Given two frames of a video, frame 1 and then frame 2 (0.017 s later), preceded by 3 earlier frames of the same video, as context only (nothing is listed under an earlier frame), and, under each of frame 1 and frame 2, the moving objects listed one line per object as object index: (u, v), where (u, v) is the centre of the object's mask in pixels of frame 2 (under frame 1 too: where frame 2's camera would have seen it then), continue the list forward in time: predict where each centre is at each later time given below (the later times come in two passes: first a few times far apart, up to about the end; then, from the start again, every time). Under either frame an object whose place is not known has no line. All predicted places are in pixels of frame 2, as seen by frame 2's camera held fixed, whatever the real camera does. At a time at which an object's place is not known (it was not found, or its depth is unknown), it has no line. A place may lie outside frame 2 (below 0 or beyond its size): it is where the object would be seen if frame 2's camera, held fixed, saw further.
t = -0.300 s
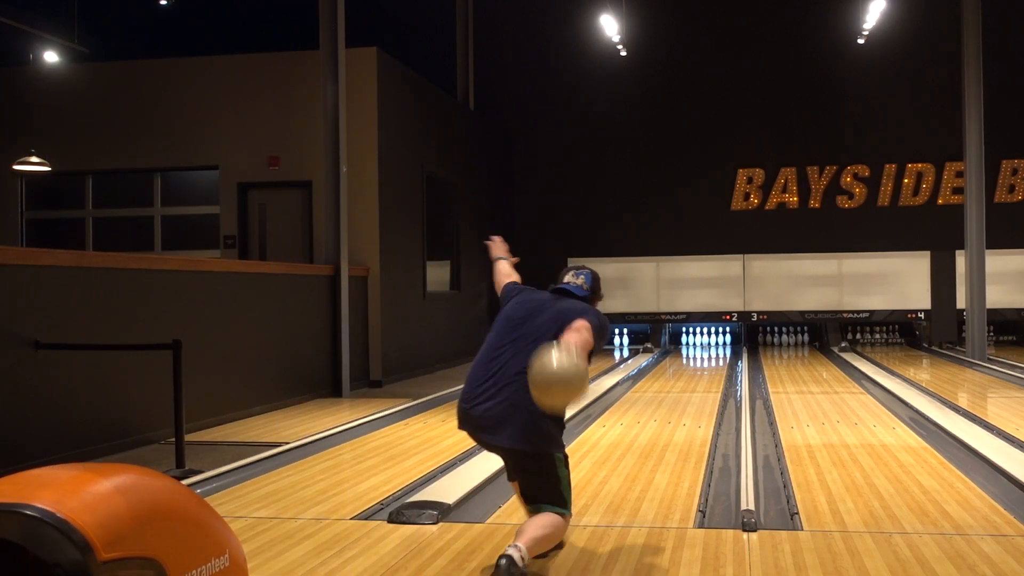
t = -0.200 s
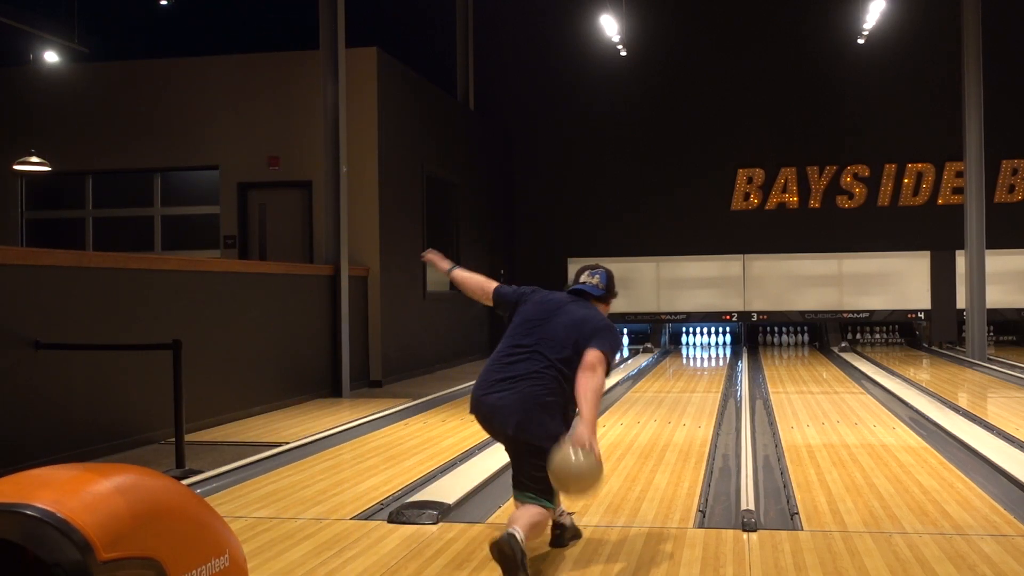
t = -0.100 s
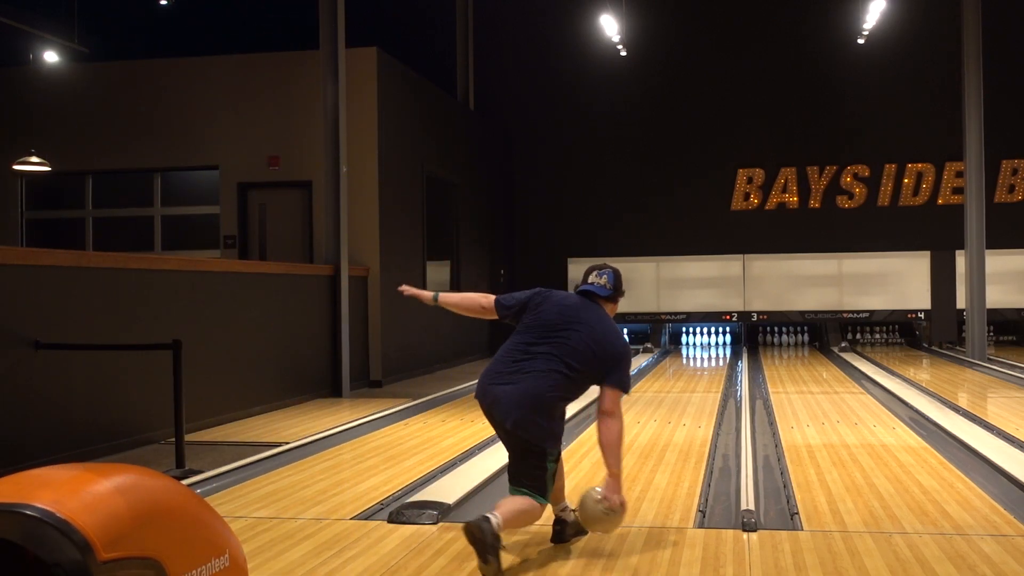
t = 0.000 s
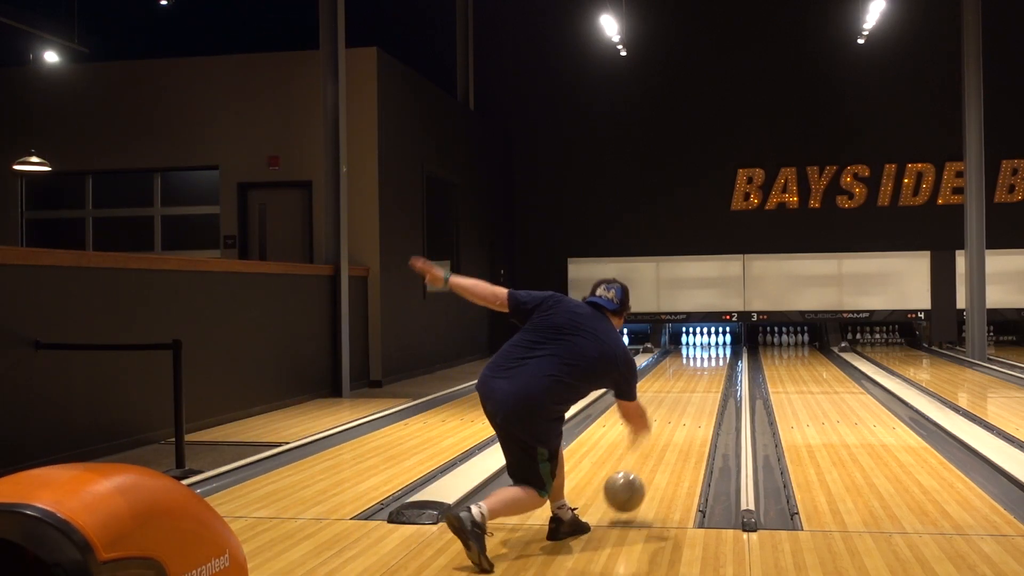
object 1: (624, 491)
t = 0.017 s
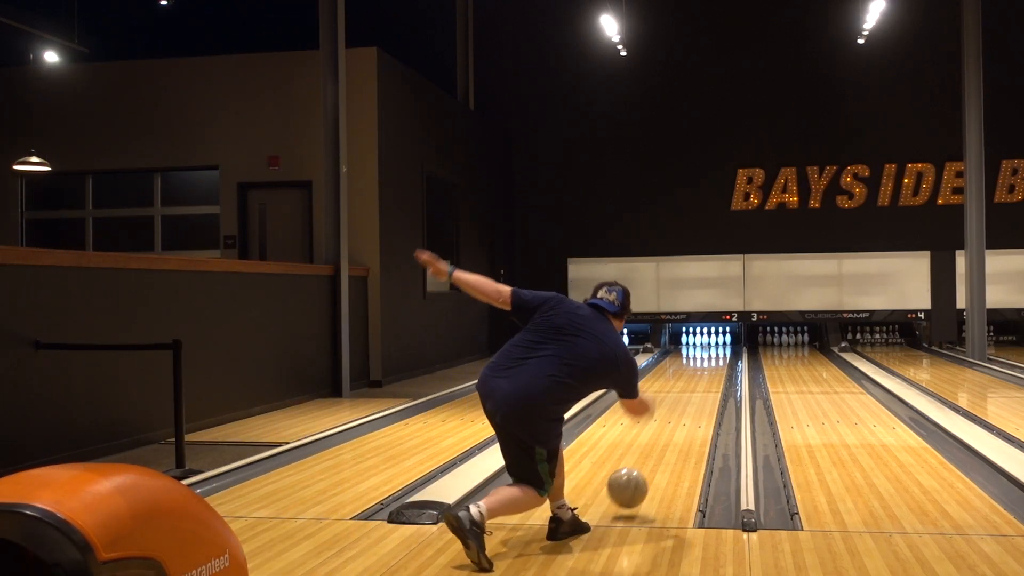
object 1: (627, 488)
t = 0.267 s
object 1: (662, 447)
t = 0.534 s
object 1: (683, 415)
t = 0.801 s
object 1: (695, 394)
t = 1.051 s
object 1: (702, 380)
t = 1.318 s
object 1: (707, 369)
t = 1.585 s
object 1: (711, 360)
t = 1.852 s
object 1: (713, 354)
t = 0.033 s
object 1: (630, 485)
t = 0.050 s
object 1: (633, 483)
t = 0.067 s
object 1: (636, 480)
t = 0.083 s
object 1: (639, 480)
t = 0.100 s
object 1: (641, 476)
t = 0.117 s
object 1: (644, 473)
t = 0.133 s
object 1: (646, 469)
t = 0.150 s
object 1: (648, 466)
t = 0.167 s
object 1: (650, 464)
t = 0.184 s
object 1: (653, 460)
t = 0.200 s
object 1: (655, 457)
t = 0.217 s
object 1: (657, 455)
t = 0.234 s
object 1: (658, 452)
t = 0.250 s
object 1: (660, 449)
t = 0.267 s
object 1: (662, 447)
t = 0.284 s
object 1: (664, 445)
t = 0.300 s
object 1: (665, 442)
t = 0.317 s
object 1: (667, 440)
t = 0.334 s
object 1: (668, 438)
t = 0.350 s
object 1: (670, 435)
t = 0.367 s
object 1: (671, 433)
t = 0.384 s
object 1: (673, 431)
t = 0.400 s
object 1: (674, 429)
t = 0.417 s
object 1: (675, 427)
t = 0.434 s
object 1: (676, 425)
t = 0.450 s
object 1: (678, 424)
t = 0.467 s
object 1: (679, 422)
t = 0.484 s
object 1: (680, 420)
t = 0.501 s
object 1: (681, 418)
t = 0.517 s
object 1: (682, 416)
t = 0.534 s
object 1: (683, 415)
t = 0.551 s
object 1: (684, 413)
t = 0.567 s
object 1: (685, 412)
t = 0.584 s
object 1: (686, 411)
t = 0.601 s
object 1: (687, 409)
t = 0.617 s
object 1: (687, 408)
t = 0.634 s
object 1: (688, 406)
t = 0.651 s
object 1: (689, 405)
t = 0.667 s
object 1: (690, 404)
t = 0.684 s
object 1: (691, 402)
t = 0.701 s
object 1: (691, 401)
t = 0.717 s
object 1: (692, 400)
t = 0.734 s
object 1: (693, 399)
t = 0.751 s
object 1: (693, 397)
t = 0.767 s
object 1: (694, 396)
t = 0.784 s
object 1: (695, 395)
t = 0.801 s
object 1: (695, 394)
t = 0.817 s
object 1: (696, 393)
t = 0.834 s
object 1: (697, 392)
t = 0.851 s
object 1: (697, 391)
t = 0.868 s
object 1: (697, 390)
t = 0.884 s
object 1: (698, 389)
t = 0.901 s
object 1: (699, 388)
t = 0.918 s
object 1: (699, 387)
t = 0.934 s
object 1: (699, 386)
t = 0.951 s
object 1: (700, 385)
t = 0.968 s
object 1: (700, 384)
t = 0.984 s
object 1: (701, 383)
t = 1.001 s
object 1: (701, 382)
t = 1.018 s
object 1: (702, 382)
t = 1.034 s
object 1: (702, 381)
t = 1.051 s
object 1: (702, 380)
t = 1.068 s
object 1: (703, 379)
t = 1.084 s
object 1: (703, 378)
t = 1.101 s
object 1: (704, 377)
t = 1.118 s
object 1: (704, 377)
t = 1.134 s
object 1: (704, 376)
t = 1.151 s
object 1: (705, 376)
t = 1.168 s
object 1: (705, 375)
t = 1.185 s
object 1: (705, 374)
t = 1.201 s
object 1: (706, 373)
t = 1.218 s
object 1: (706, 373)
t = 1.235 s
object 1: (706, 372)
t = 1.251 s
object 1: (706, 371)
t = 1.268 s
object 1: (707, 371)
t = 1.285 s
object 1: (707, 371)
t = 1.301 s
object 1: (707, 370)
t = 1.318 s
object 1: (707, 369)
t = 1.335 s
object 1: (707, 368)
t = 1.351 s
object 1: (708, 368)
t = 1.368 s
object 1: (708, 367)
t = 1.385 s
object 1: (708, 366)
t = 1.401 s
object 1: (709, 366)
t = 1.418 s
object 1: (709, 365)
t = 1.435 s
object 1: (709, 365)
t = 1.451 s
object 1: (709, 365)
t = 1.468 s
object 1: (709, 364)
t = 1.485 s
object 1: (710, 363)
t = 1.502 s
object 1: (710, 363)
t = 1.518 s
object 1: (710, 362)
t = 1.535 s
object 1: (710, 362)
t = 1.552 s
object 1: (710, 361)
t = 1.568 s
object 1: (711, 361)
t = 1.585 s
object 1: (711, 360)
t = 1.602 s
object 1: (711, 360)
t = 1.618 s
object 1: (711, 359)
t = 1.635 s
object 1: (712, 359)
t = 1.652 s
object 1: (712, 359)
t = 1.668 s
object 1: (712, 358)
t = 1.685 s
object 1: (712, 358)
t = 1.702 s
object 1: (712, 357)
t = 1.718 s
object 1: (712, 357)
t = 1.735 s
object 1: (712, 356)
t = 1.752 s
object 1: (712, 356)
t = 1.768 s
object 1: (712, 356)
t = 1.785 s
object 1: (712, 355)
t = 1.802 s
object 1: (712, 355)
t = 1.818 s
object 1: (712, 354)
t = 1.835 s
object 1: (713, 354)
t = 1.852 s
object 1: (713, 354)
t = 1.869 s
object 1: (713, 353)
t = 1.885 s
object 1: (712, 353)
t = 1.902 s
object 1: (713, 353)
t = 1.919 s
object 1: (712, 352)
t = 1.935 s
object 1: (712, 352)
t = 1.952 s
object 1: (713, 352)
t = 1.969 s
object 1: (713, 351)
